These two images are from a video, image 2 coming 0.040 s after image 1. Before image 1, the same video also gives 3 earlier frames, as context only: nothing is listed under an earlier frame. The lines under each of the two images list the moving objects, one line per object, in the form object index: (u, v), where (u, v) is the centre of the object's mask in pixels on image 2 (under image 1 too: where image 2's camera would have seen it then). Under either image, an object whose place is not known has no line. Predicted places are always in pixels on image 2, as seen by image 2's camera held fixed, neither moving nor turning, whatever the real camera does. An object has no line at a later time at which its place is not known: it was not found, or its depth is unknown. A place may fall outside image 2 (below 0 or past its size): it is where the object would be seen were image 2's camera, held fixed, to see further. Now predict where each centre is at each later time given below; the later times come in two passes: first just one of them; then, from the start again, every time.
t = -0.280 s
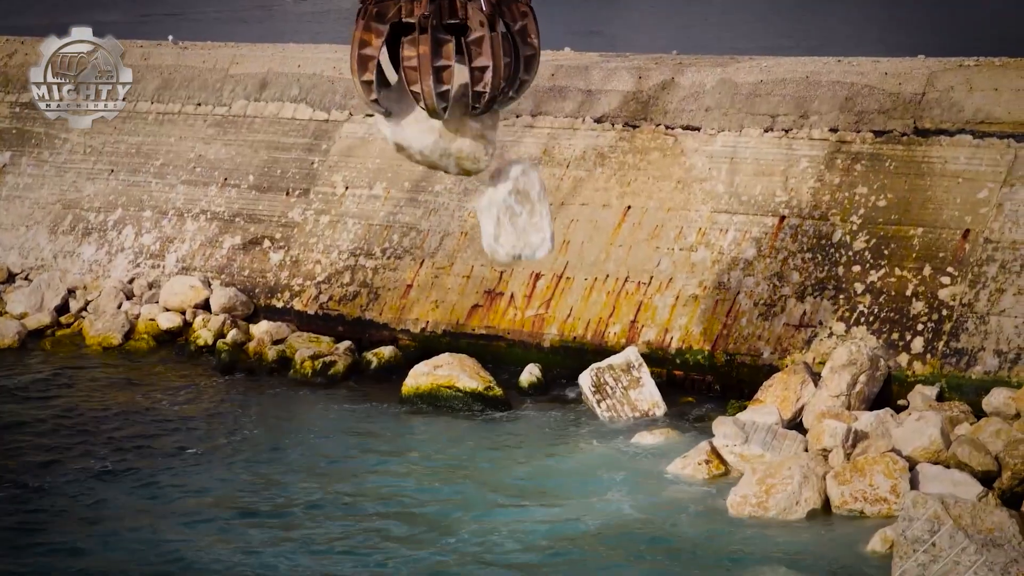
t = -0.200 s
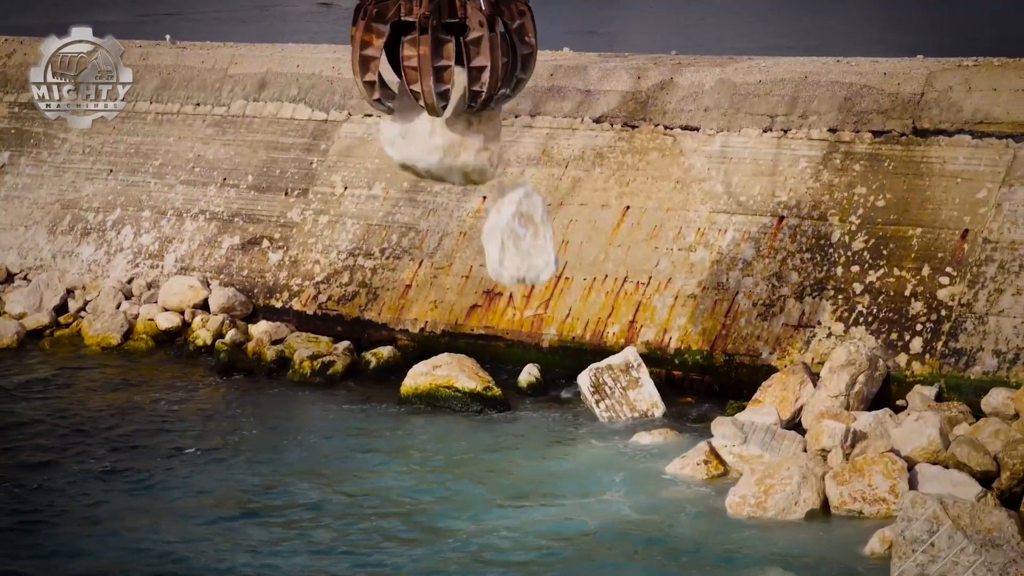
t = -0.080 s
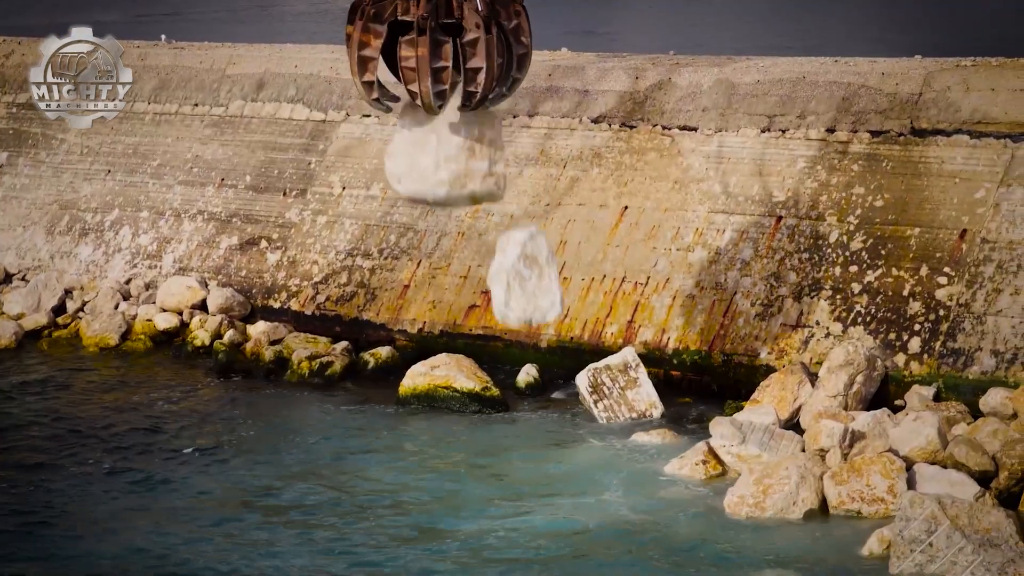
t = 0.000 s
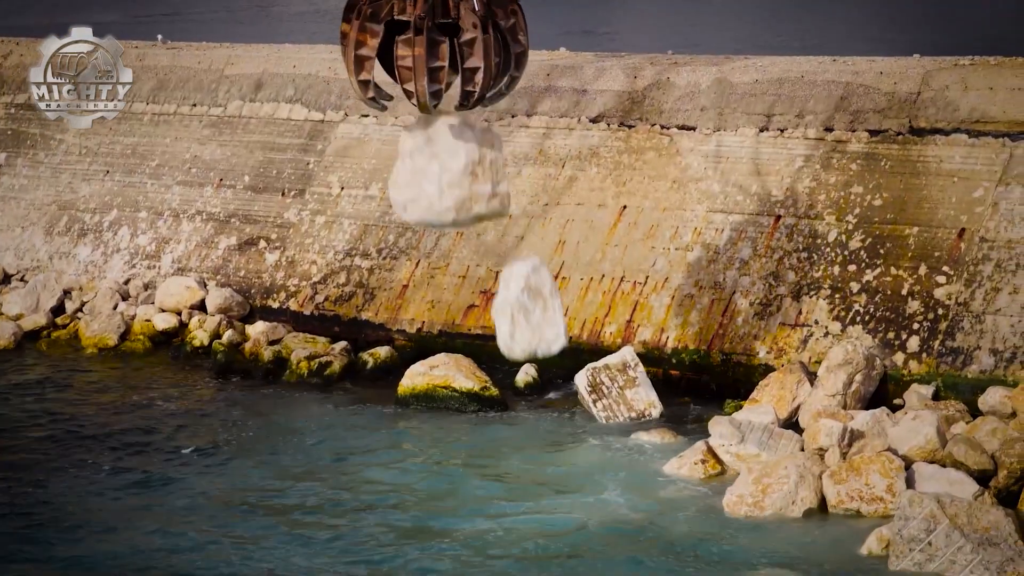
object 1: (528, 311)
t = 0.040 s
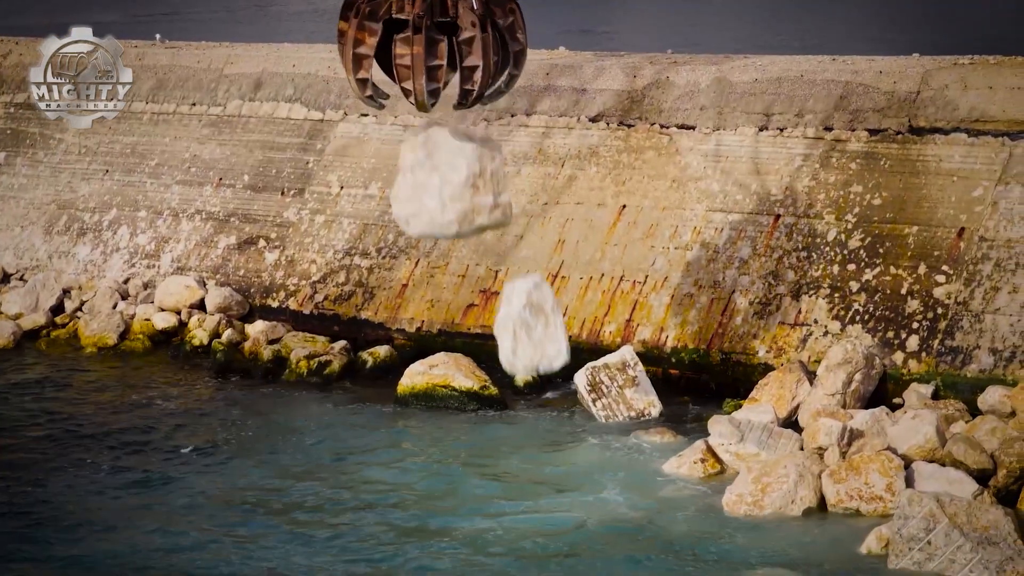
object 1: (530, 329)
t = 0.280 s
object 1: (545, 419)
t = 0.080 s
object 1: (533, 347)
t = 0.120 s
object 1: (536, 365)
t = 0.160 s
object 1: (538, 385)
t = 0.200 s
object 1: (541, 405)
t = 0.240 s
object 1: (544, 424)
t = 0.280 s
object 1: (545, 419)
